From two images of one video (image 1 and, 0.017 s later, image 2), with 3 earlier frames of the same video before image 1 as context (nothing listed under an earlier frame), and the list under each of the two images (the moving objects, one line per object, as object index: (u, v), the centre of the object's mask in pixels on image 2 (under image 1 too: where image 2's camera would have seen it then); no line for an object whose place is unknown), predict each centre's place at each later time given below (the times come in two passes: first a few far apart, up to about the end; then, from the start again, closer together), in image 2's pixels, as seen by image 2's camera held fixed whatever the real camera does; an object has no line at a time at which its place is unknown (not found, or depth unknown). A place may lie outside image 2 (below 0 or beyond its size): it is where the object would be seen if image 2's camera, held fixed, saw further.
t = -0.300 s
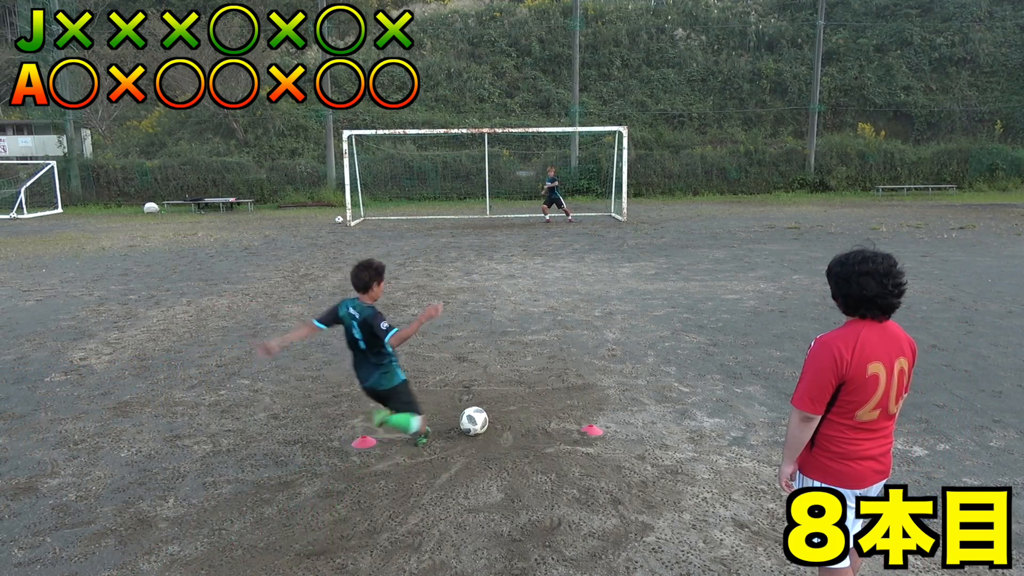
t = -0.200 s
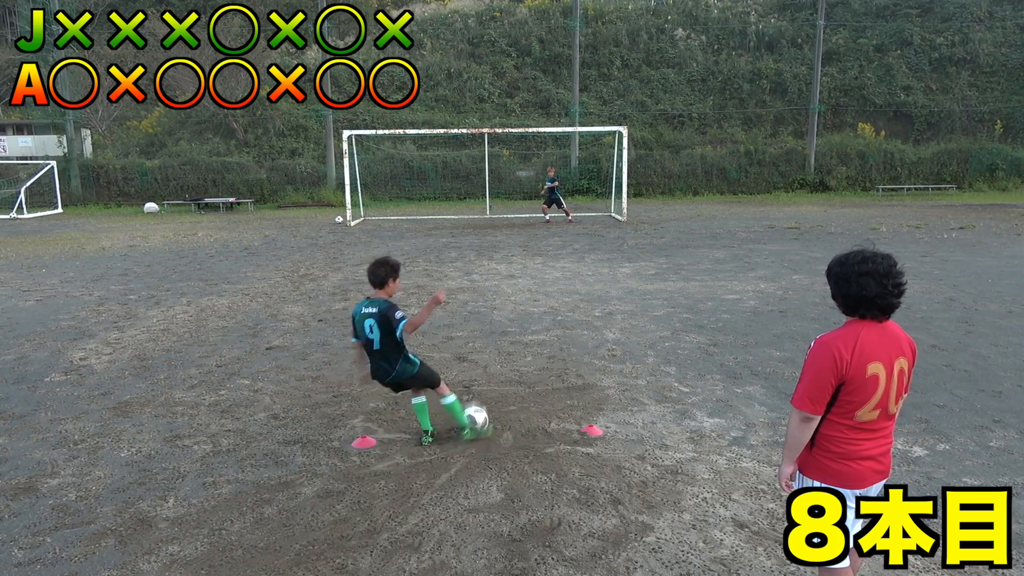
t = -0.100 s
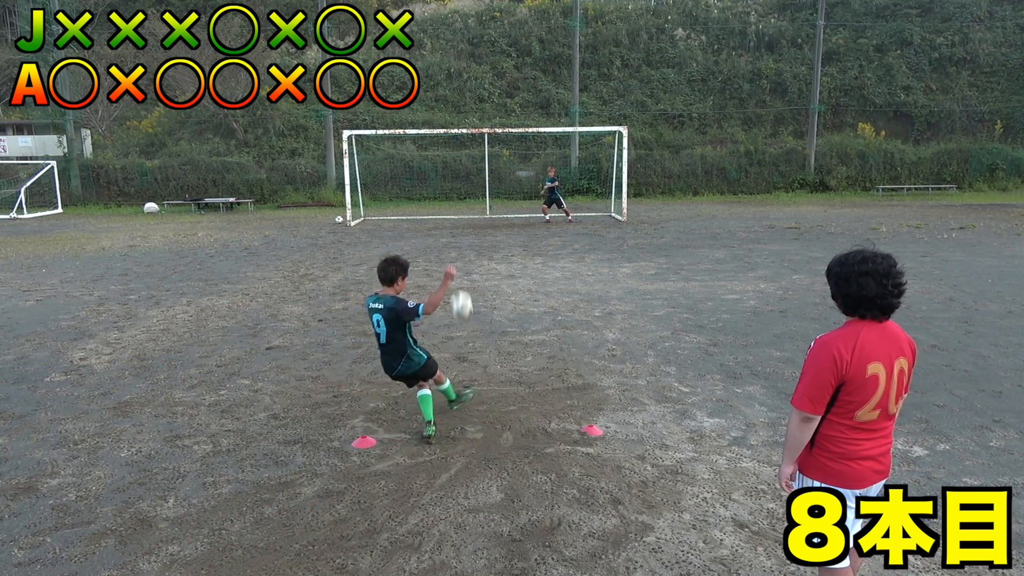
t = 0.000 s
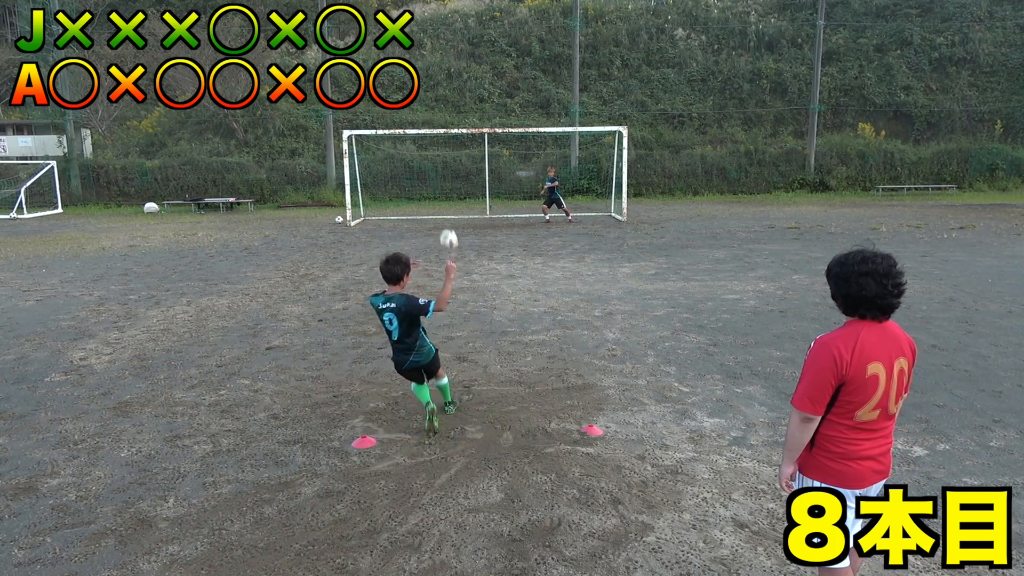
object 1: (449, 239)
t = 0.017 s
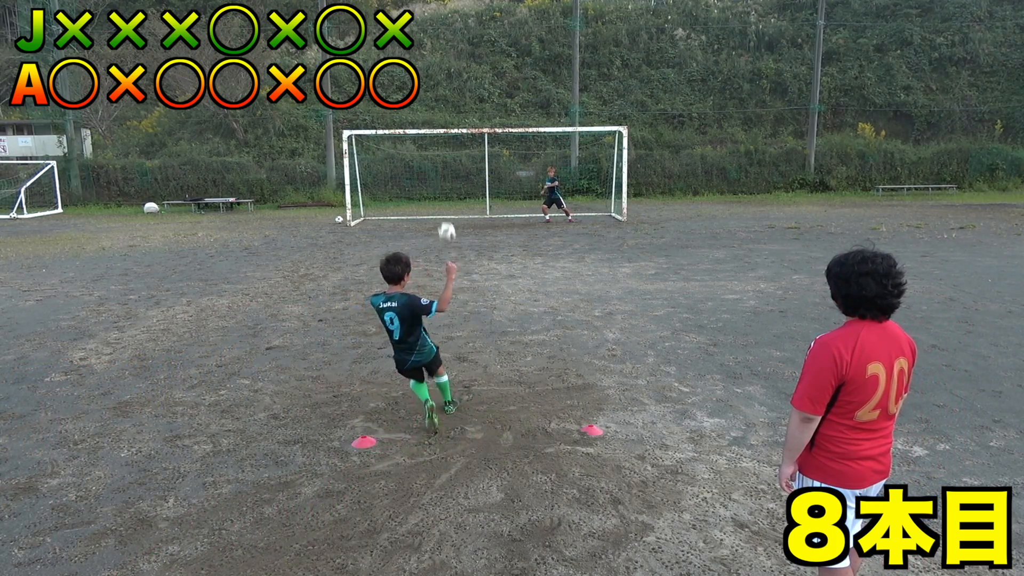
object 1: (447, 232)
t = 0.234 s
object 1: (422, 176)
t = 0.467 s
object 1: (398, 162)
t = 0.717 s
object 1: (375, 171)
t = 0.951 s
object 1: (374, 178)
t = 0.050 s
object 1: (443, 218)
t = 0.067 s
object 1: (441, 212)
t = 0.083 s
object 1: (438, 207)
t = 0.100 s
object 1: (437, 202)
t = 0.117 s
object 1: (434, 197)
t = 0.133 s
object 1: (433, 193)
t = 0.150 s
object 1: (431, 190)
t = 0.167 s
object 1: (429, 186)
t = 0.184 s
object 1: (427, 183)
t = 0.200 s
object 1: (425, 181)
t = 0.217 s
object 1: (423, 178)
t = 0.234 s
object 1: (422, 176)
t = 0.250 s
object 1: (420, 173)
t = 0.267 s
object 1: (418, 172)
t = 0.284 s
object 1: (417, 170)
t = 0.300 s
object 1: (415, 168)
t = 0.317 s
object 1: (413, 167)
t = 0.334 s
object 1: (411, 166)
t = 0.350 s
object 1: (410, 165)
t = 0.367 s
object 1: (408, 164)
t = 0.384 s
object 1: (406, 163)
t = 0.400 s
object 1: (405, 163)
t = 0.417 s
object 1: (403, 162)
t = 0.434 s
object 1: (402, 162)
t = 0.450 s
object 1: (400, 162)
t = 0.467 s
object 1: (398, 162)
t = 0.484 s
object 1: (397, 162)
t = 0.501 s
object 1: (395, 162)
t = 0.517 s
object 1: (393, 162)
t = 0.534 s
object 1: (392, 162)
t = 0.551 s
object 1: (390, 163)
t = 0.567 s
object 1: (389, 163)
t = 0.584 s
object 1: (387, 164)
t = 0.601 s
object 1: (386, 165)
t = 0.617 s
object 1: (384, 166)
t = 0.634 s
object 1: (383, 166)
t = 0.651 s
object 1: (381, 167)
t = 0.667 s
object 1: (380, 168)
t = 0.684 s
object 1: (378, 169)
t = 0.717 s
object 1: (375, 171)
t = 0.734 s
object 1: (374, 173)
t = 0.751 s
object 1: (373, 174)
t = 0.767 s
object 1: (371, 175)
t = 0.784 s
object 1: (370, 175)
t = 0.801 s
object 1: (370, 175)
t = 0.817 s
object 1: (370, 175)
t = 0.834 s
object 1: (370, 175)
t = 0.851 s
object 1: (370, 174)
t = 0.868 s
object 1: (370, 174)
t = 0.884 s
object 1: (371, 174)
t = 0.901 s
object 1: (371, 175)
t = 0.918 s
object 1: (372, 176)
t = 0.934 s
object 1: (373, 177)
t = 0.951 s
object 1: (374, 178)
